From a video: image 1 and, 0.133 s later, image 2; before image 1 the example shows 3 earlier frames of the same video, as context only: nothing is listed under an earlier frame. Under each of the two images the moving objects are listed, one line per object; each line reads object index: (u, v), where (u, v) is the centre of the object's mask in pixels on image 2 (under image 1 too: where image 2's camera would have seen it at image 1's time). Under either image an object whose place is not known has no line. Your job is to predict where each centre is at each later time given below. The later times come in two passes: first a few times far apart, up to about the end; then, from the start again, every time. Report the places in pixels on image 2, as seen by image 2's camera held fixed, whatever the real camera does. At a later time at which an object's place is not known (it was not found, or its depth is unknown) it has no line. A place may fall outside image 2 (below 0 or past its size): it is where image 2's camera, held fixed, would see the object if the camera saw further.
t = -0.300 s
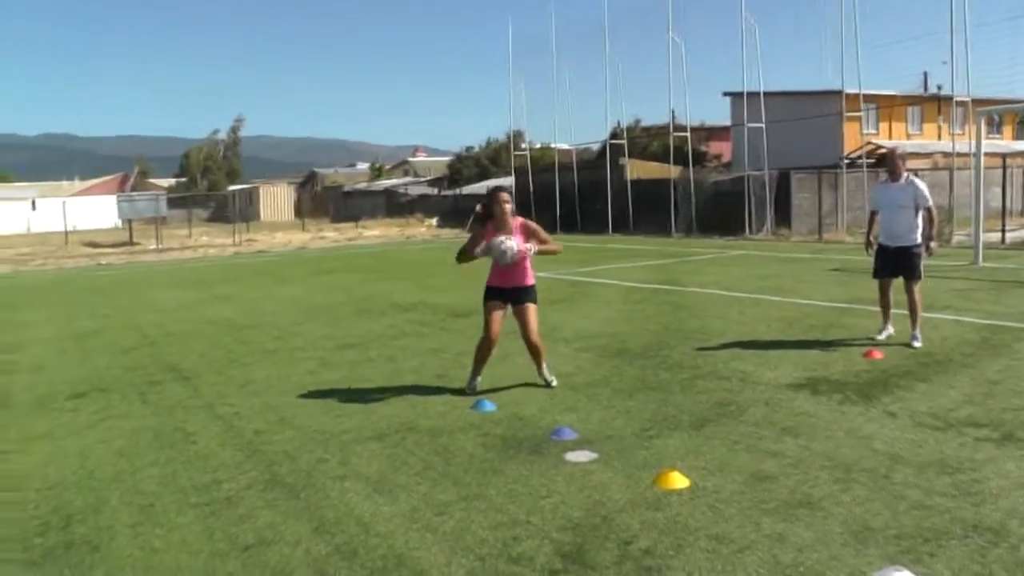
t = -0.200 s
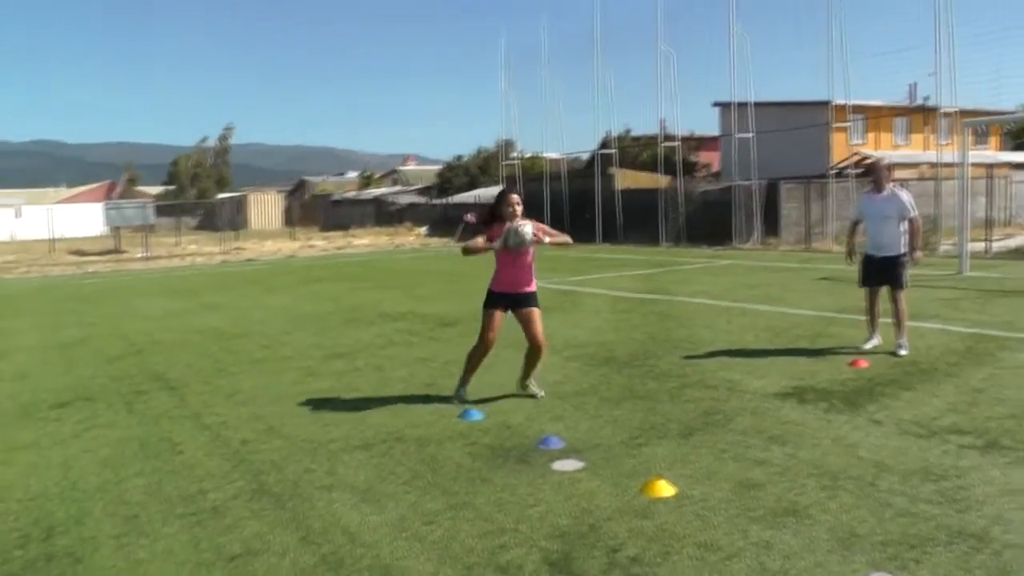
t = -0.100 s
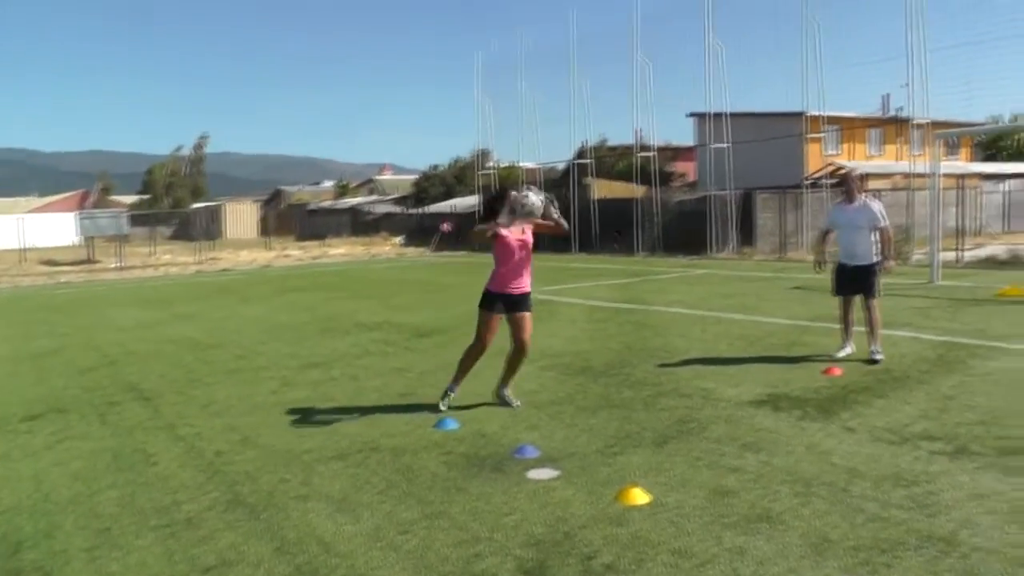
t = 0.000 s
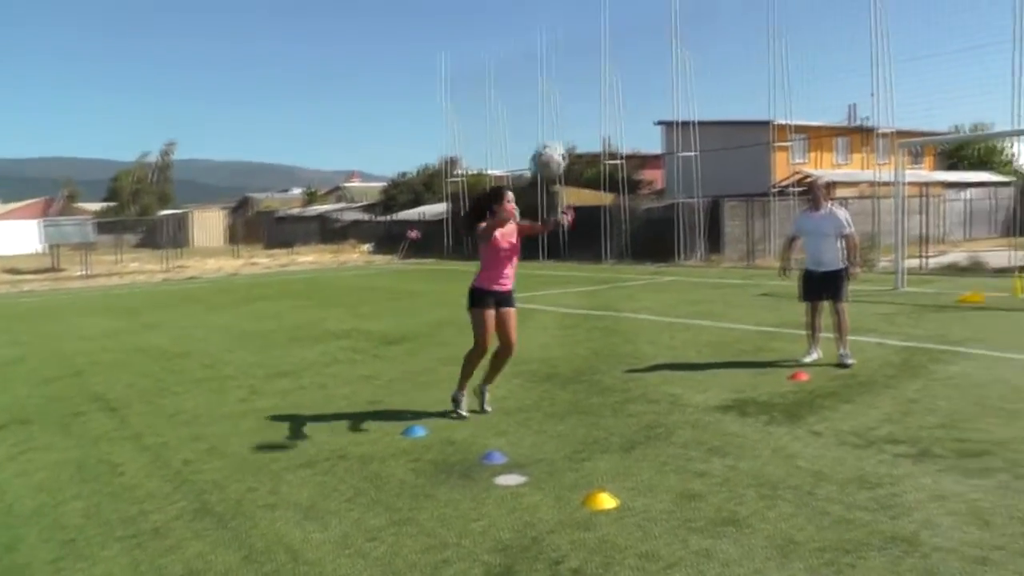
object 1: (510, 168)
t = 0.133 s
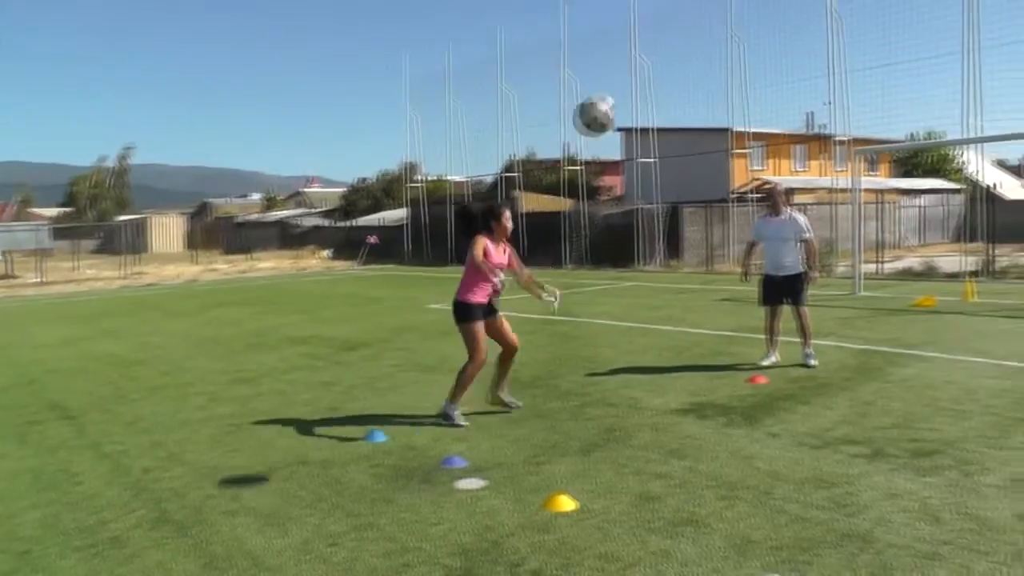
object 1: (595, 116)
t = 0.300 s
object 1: (736, 83)
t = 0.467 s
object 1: (925, 111)
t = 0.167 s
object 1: (619, 107)
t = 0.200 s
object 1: (646, 97)
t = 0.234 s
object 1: (674, 90)
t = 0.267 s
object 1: (704, 86)
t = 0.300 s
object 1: (736, 83)
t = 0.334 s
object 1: (769, 83)
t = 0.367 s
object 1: (805, 85)
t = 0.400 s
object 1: (842, 90)
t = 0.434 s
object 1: (882, 98)
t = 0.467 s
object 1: (925, 111)
